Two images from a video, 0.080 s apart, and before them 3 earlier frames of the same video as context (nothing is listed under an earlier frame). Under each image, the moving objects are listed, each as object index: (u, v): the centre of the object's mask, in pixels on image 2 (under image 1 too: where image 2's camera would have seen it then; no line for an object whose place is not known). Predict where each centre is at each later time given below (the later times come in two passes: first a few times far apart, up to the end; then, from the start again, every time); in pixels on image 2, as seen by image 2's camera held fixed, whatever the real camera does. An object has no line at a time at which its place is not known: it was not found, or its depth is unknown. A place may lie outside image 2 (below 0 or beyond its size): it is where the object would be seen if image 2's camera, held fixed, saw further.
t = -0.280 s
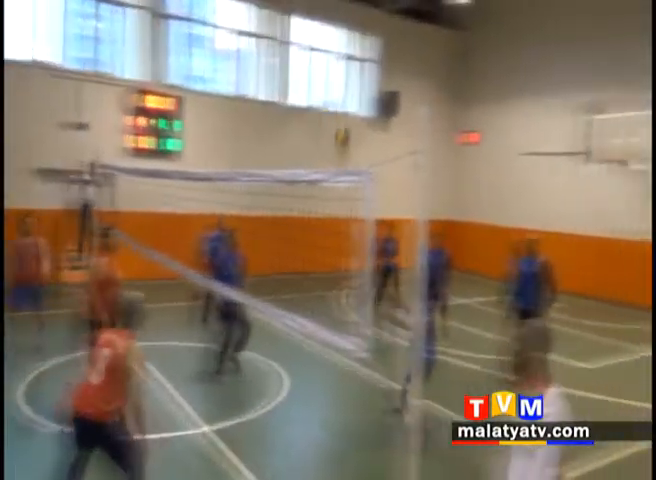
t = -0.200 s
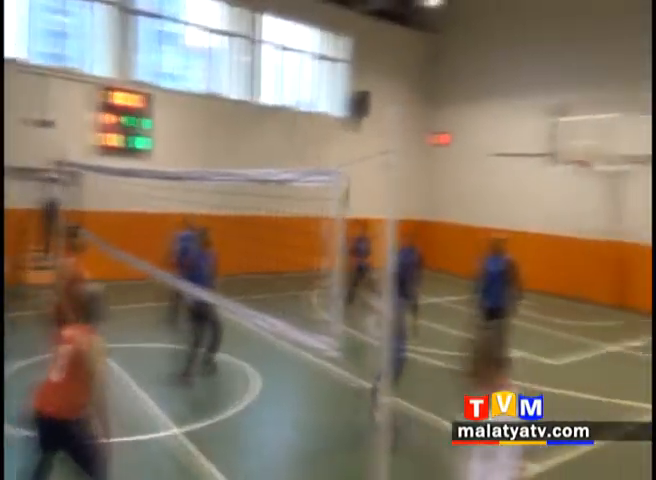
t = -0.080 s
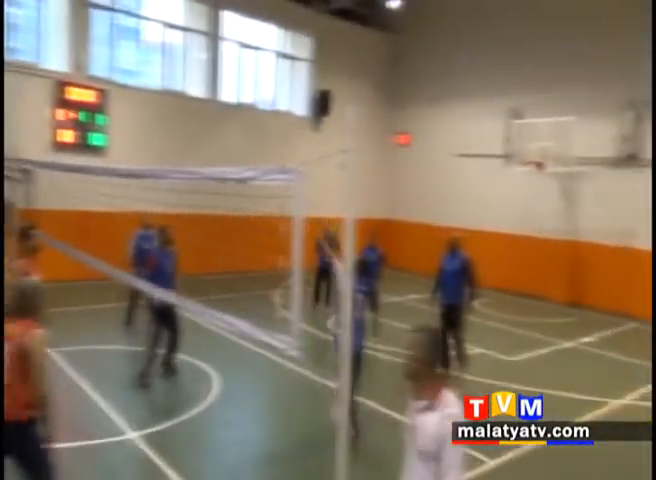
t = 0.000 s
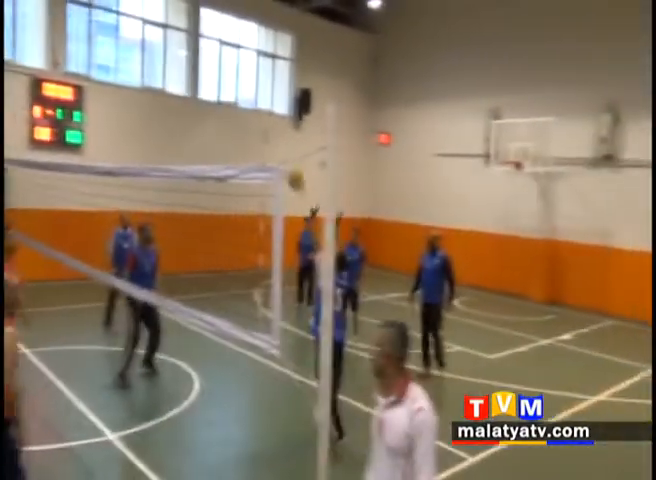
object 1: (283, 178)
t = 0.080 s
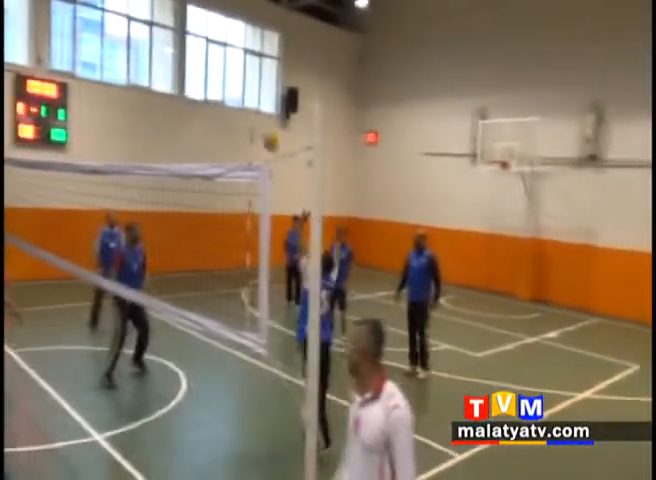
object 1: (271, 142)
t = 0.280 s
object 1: (245, 86)
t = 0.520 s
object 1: (218, 79)
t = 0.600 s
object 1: (209, 85)
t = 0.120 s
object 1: (264, 127)
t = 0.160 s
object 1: (259, 113)
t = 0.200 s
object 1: (255, 103)
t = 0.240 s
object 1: (250, 93)
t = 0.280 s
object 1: (245, 86)
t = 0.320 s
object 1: (240, 82)
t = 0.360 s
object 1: (235, 78)
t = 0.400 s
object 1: (230, 77)
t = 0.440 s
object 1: (225, 76)
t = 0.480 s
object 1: (222, 77)
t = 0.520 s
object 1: (218, 79)
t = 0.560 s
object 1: (213, 82)
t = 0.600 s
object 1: (209, 85)
